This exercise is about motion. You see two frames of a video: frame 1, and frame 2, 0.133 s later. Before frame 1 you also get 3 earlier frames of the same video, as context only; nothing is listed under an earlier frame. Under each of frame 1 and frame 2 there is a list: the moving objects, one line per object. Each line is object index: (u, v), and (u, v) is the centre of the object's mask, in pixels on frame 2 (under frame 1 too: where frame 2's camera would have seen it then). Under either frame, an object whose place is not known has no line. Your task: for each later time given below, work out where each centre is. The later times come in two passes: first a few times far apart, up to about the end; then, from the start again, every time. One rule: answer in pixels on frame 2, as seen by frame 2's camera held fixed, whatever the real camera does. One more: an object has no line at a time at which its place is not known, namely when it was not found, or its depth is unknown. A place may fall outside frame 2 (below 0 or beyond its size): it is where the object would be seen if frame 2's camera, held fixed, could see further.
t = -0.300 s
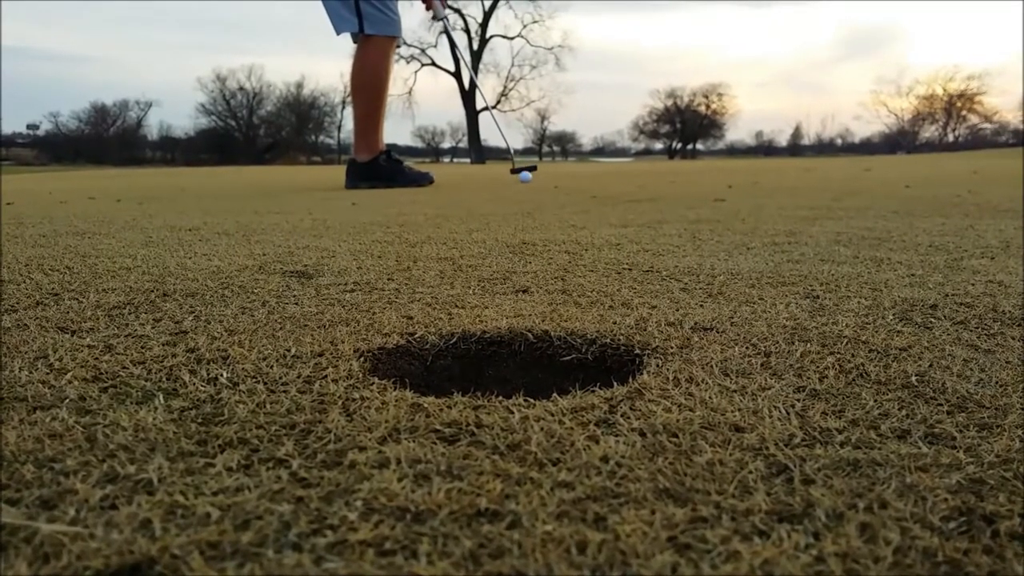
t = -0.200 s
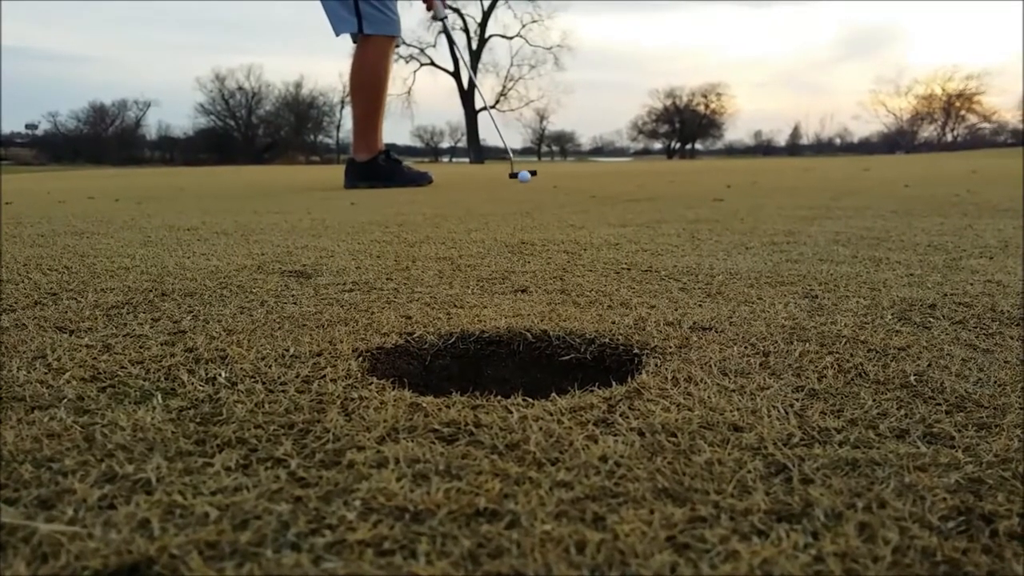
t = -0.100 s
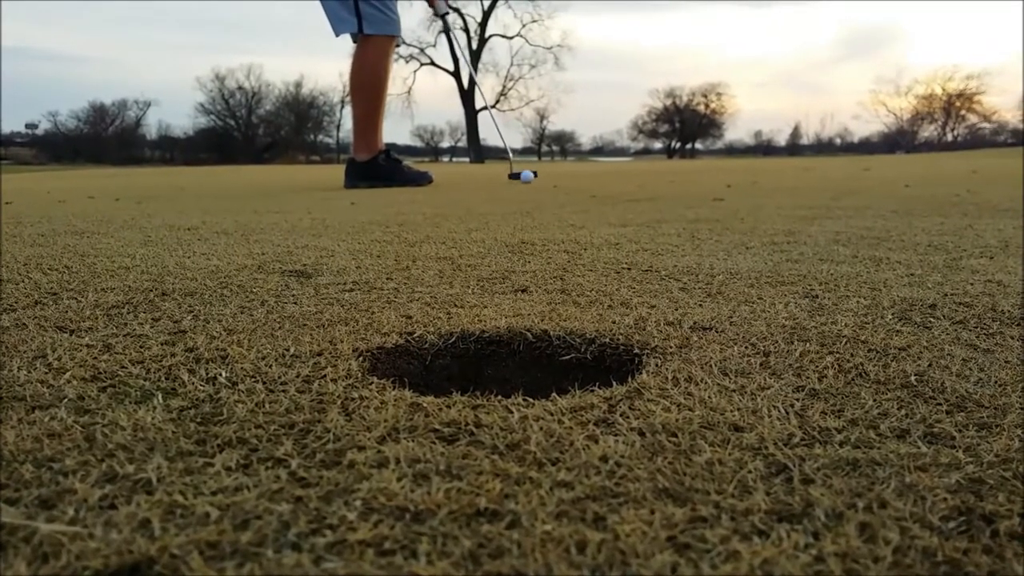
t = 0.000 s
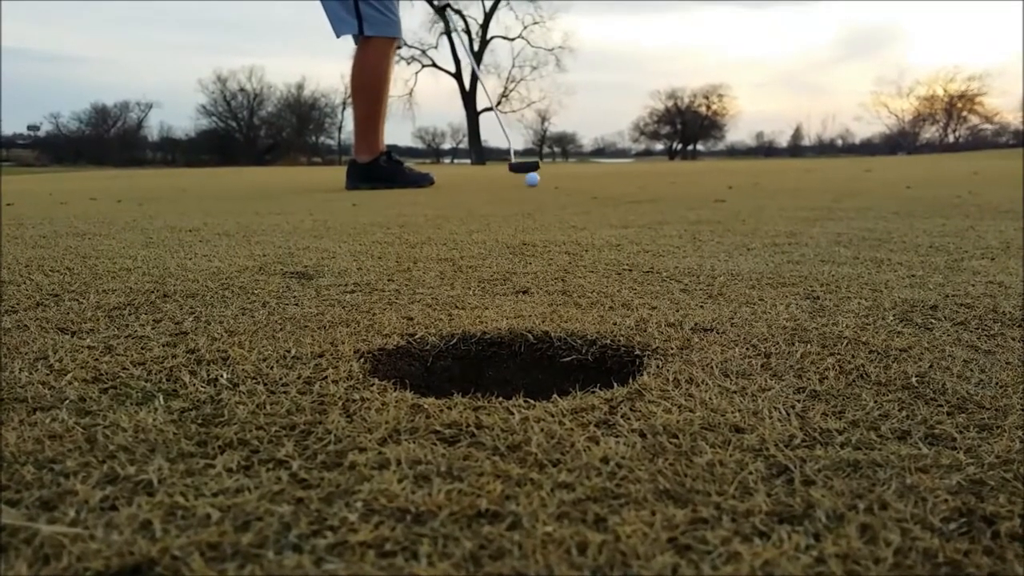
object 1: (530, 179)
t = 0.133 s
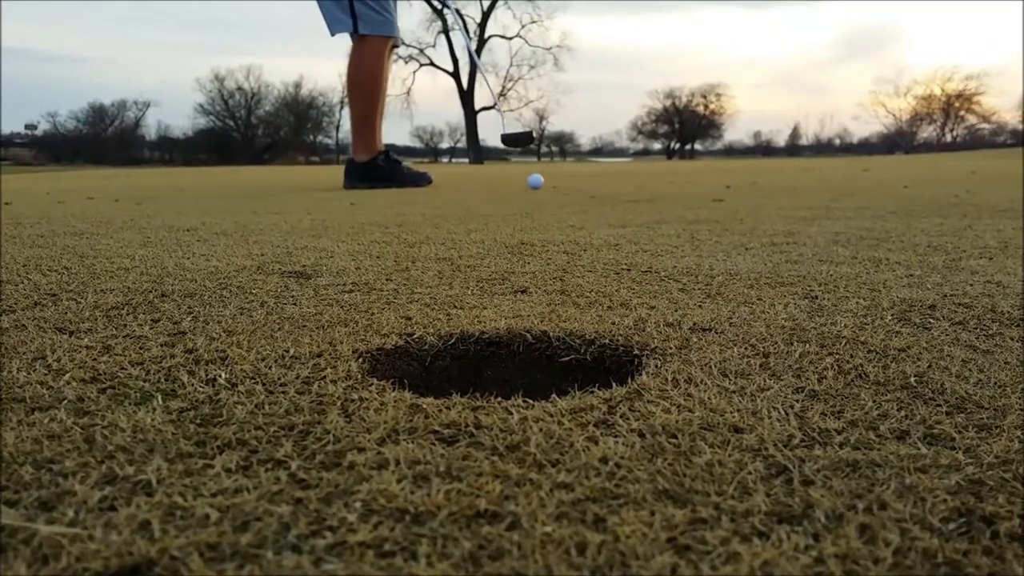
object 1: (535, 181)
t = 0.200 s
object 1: (538, 181)
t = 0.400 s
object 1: (547, 186)
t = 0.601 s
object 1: (559, 188)
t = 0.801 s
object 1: (571, 193)
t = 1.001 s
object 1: (586, 200)
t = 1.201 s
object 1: (608, 206)
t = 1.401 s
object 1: (641, 218)
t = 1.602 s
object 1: (685, 232)
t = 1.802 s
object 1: (747, 251)
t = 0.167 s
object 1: (536, 181)
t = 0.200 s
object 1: (538, 181)
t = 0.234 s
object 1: (539, 183)
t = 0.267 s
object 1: (541, 181)
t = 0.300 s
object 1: (542, 184)
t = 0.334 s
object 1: (544, 183)
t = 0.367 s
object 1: (546, 183)
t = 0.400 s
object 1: (547, 186)
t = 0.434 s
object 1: (549, 186)
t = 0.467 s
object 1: (551, 185)
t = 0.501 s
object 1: (553, 187)
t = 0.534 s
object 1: (555, 186)
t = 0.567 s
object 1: (557, 187)
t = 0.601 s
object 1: (559, 188)
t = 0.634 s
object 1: (562, 189)
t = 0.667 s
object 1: (564, 189)
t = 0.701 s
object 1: (565, 191)
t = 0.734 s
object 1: (568, 192)
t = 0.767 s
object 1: (570, 192)
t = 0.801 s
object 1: (571, 193)
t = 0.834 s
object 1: (574, 194)
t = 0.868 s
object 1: (576, 195)
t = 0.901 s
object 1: (579, 196)
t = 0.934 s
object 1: (581, 196)
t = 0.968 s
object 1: (583, 197)
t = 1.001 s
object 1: (586, 200)
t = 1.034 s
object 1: (589, 198)
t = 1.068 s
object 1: (593, 202)
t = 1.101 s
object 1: (596, 202)
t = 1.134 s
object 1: (599, 204)
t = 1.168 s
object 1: (603, 205)
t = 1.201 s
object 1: (608, 206)
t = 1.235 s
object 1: (613, 209)
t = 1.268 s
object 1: (617, 210)
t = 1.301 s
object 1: (623, 211)
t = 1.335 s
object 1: (629, 214)
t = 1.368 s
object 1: (635, 216)
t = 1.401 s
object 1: (641, 218)
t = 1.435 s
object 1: (647, 217)
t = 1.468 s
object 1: (654, 221)
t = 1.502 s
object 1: (661, 223)
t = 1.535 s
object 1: (669, 226)
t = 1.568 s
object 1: (677, 230)
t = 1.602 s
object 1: (685, 232)
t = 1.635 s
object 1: (694, 234)
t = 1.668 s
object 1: (704, 237)
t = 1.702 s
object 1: (714, 240)
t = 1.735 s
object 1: (724, 243)
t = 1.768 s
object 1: (735, 248)
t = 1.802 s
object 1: (747, 251)
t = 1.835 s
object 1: (758, 254)
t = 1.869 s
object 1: (770, 256)
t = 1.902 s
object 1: (781, 261)
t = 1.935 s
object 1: (793, 265)
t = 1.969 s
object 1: (806, 270)
